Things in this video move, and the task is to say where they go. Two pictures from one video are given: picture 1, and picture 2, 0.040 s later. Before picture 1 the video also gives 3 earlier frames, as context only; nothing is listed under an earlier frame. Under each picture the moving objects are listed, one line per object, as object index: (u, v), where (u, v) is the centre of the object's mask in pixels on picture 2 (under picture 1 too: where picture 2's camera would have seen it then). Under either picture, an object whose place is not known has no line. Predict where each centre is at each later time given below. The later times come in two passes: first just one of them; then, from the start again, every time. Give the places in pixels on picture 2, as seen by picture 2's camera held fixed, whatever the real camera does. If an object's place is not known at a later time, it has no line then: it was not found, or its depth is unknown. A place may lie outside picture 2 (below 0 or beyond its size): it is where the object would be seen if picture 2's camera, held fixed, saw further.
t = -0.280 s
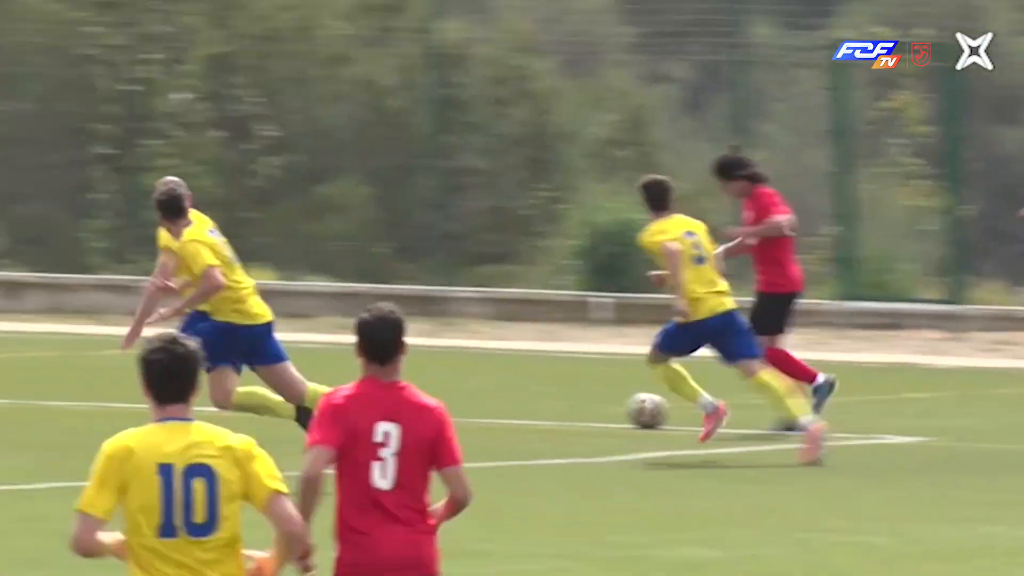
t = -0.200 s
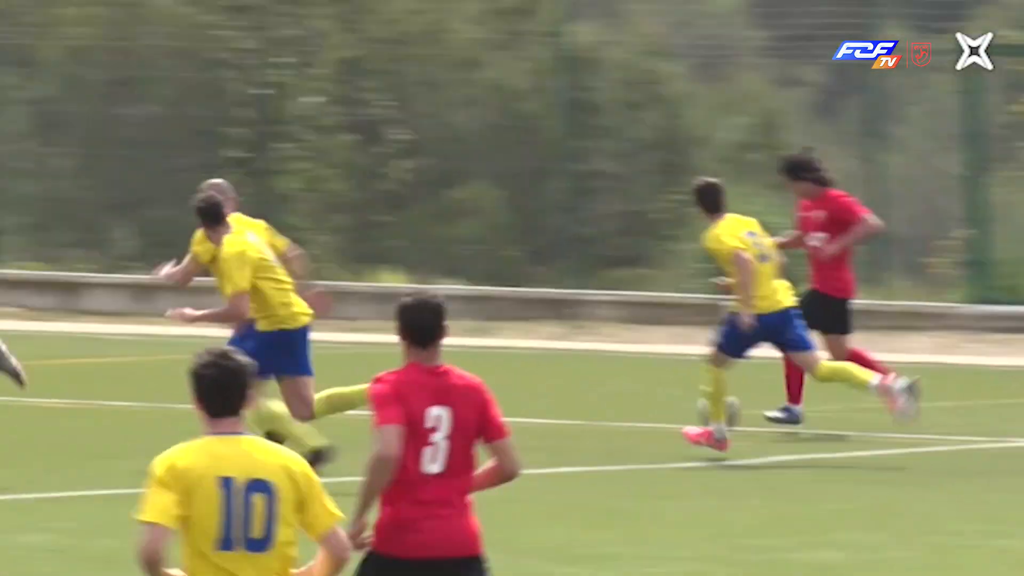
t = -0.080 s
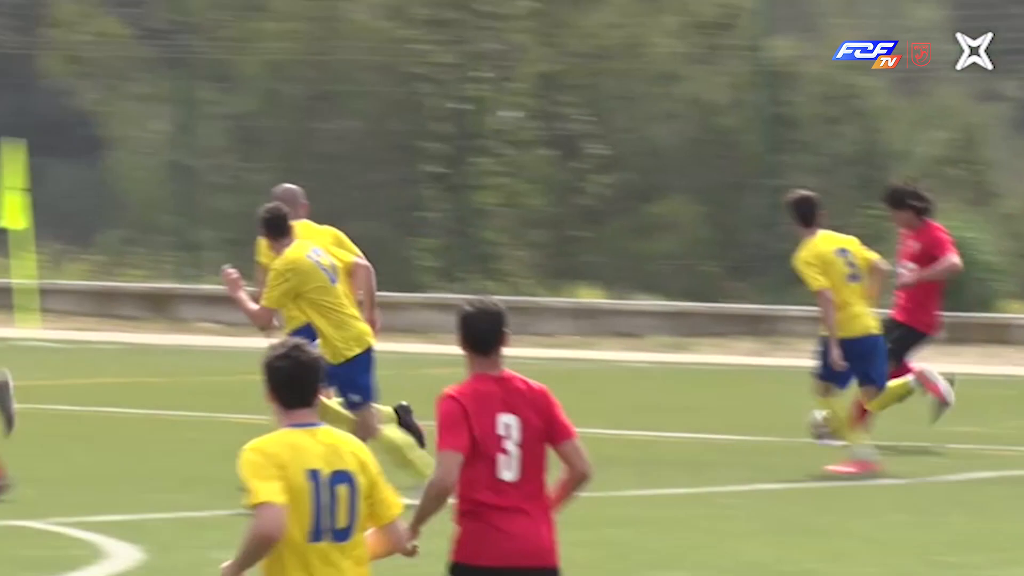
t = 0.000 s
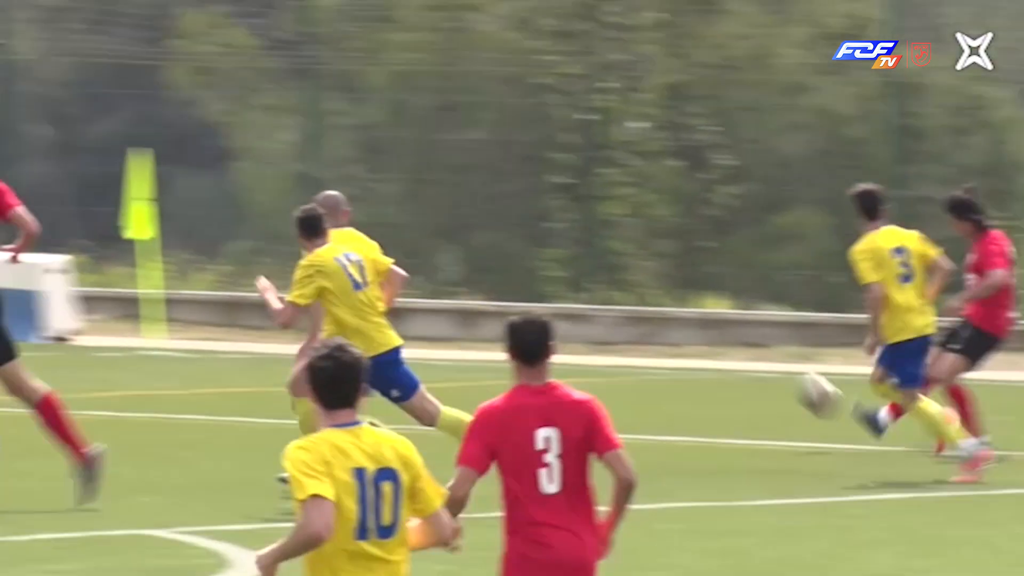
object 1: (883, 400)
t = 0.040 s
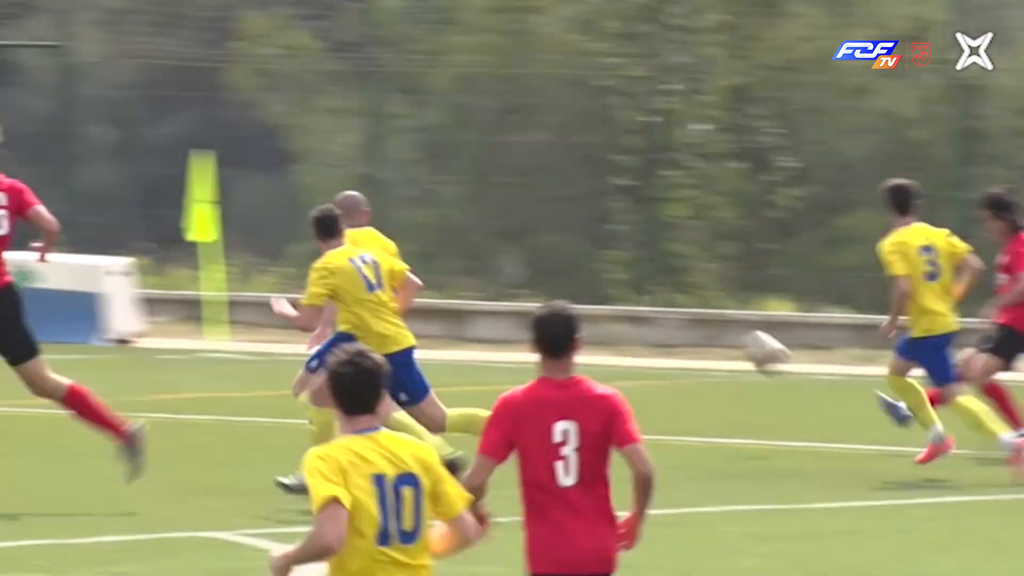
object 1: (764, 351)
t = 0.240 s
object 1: (194, 149)
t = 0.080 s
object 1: (651, 307)
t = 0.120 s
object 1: (539, 266)
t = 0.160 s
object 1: (426, 225)
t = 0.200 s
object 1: (312, 187)
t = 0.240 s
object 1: (194, 149)
